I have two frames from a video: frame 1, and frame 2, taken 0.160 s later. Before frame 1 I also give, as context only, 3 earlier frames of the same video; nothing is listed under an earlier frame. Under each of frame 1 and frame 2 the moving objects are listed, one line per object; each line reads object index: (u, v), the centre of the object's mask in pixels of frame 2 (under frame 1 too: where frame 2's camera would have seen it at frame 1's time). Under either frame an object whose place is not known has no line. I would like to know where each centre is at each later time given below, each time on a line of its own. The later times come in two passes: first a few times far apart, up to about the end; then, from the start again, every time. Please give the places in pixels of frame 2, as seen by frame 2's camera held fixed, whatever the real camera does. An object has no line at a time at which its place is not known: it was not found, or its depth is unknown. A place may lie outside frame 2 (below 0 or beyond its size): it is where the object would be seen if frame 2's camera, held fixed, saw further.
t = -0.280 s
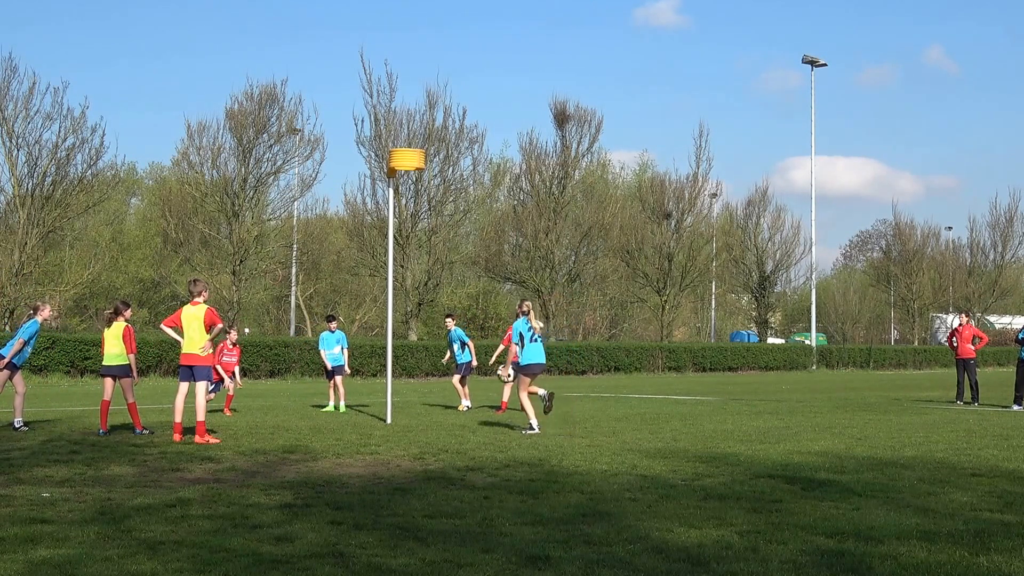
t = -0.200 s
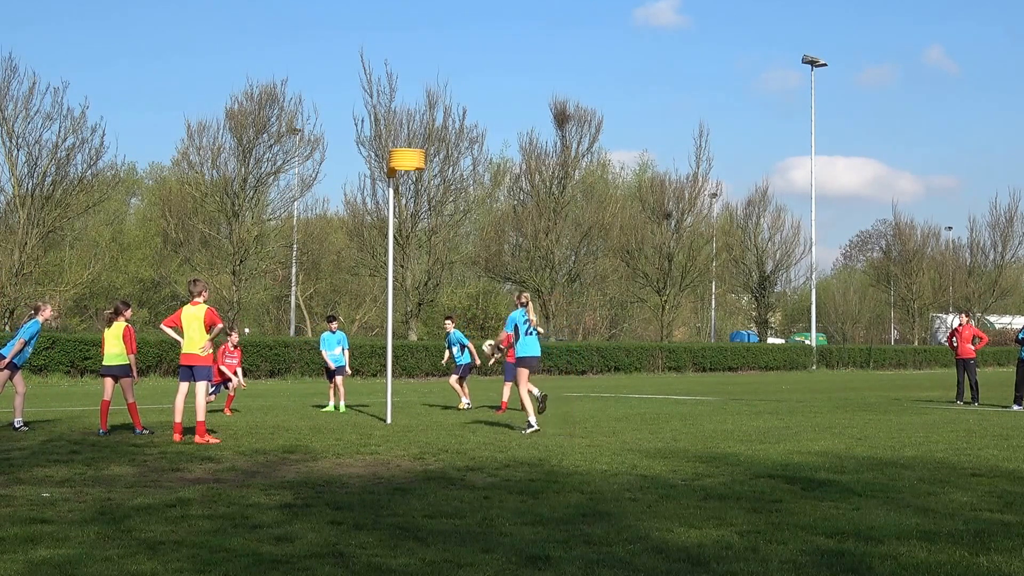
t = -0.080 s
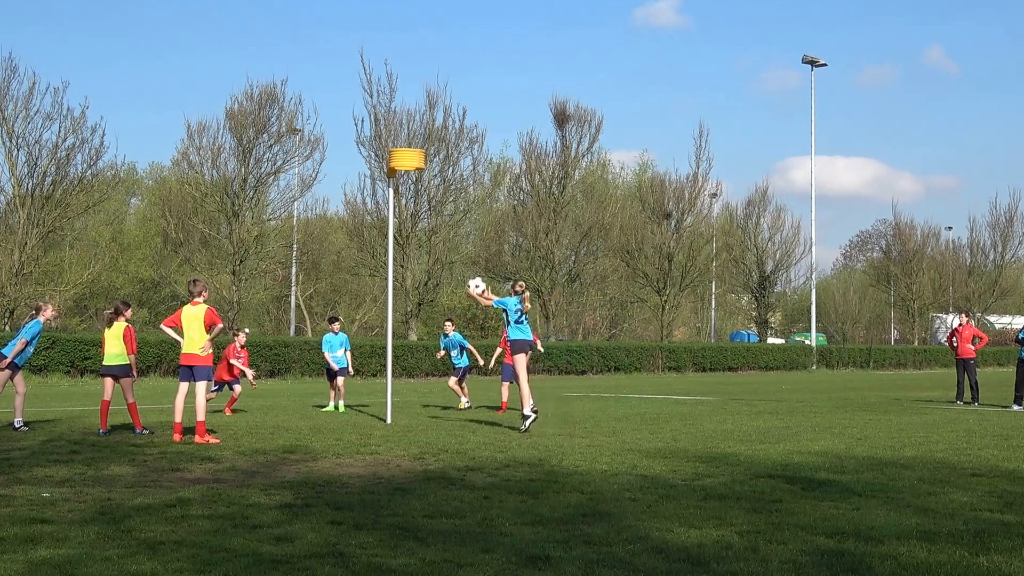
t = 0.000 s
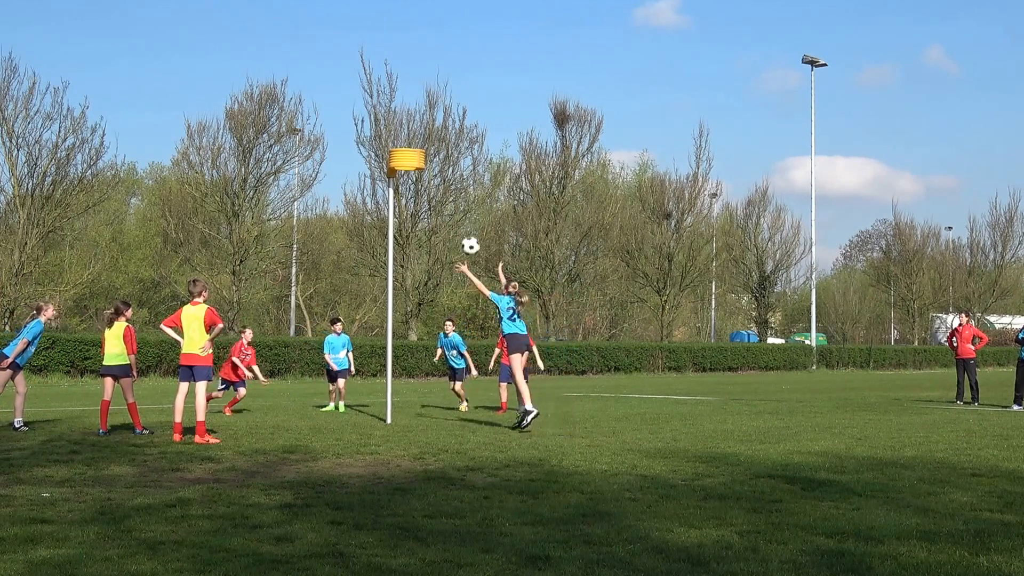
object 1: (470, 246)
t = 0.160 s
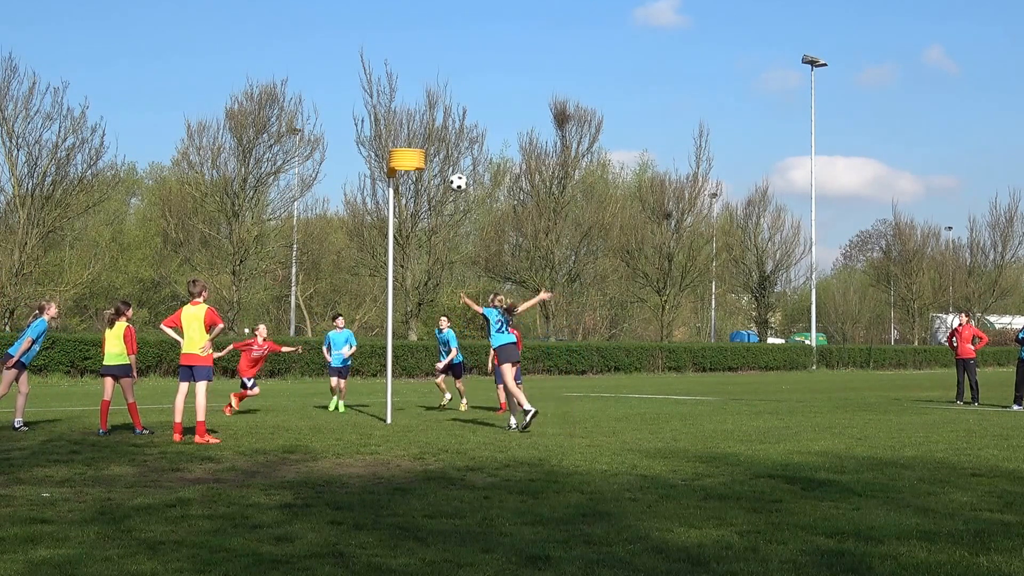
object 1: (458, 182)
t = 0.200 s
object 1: (455, 170)
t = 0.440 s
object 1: (436, 125)
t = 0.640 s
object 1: (421, 122)
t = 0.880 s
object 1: (405, 136)
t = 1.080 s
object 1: (400, 128)
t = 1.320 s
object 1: (394, 135)
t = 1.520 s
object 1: (393, 135)
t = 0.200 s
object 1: (455, 170)
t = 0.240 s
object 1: (452, 159)
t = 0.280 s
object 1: (449, 150)
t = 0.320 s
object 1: (446, 141)
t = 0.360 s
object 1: (443, 135)
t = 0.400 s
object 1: (439, 129)
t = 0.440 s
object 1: (436, 125)
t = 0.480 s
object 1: (433, 122)
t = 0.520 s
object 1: (430, 120)
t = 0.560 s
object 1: (427, 119)
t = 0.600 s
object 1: (424, 120)
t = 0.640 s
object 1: (421, 122)
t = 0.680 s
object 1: (418, 125)
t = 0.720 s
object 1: (415, 128)
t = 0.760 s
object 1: (411, 134)
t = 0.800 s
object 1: (408, 140)
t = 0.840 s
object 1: (406, 141)
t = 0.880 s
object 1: (405, 136)
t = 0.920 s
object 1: (404, 132)
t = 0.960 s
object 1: (403, 129)
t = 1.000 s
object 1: (402, 128)
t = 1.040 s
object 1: (401, 127)
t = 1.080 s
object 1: (400, 128)
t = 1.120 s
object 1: (398, 129)
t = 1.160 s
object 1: (397, 133)
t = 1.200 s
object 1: (396, 137)
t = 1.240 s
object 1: (395, 141)
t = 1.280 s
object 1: (394, 139)
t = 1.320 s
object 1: (394, 135)
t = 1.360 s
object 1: (394, 133)
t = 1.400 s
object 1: (394, 132)
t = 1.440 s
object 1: (394, 132)
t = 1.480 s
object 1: (393, 133)
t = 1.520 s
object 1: (393, 135)
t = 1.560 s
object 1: (393, 138)
